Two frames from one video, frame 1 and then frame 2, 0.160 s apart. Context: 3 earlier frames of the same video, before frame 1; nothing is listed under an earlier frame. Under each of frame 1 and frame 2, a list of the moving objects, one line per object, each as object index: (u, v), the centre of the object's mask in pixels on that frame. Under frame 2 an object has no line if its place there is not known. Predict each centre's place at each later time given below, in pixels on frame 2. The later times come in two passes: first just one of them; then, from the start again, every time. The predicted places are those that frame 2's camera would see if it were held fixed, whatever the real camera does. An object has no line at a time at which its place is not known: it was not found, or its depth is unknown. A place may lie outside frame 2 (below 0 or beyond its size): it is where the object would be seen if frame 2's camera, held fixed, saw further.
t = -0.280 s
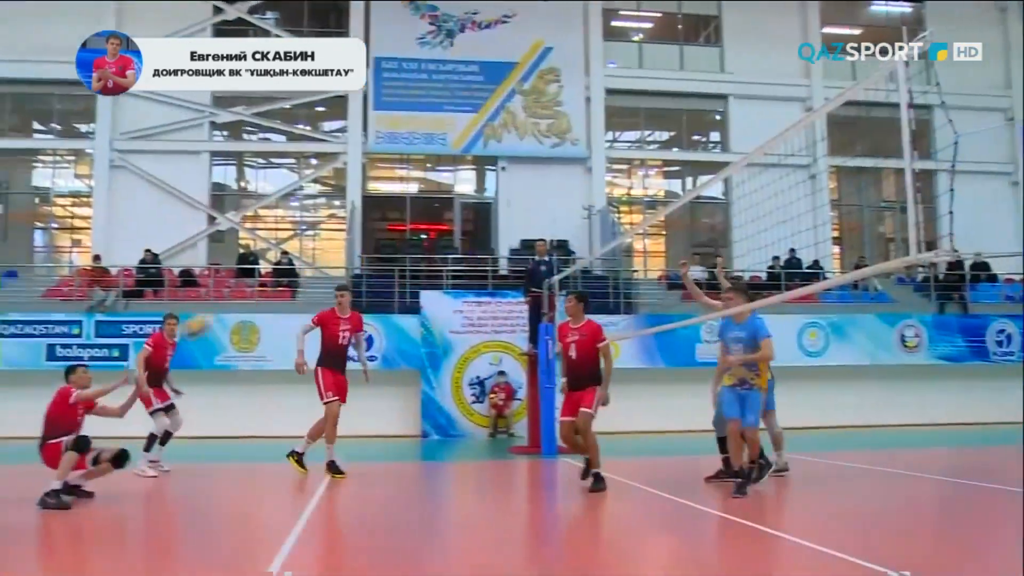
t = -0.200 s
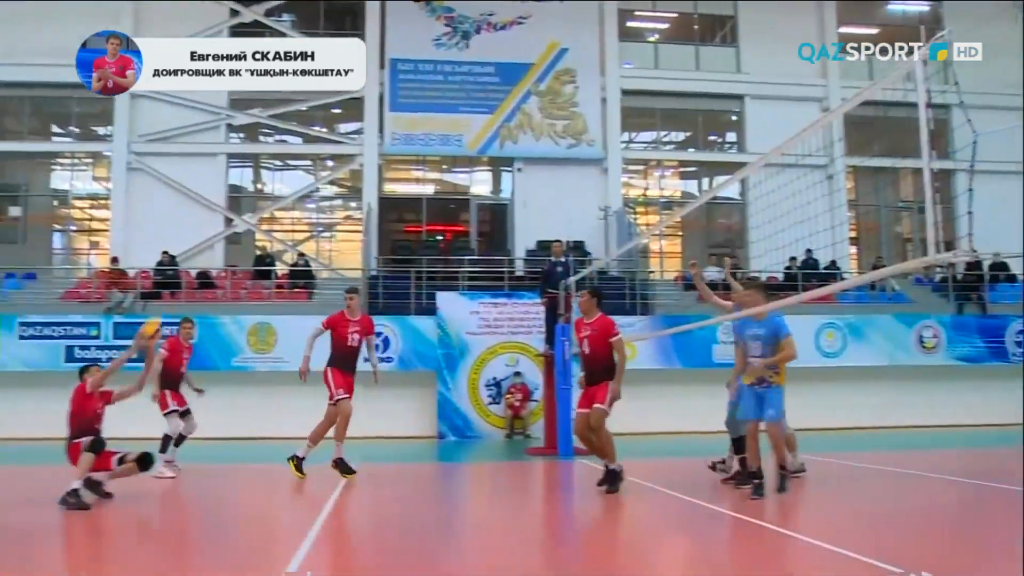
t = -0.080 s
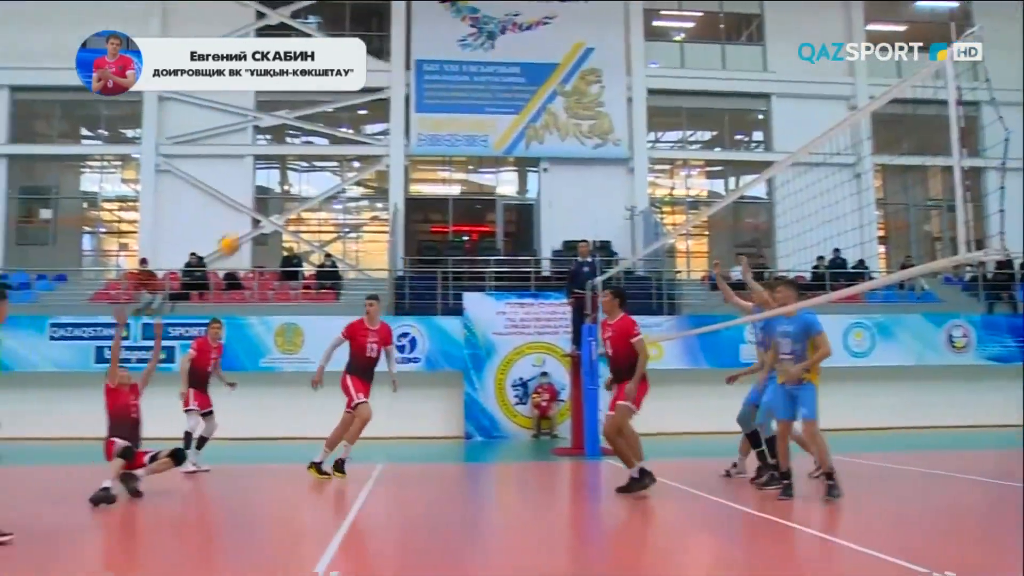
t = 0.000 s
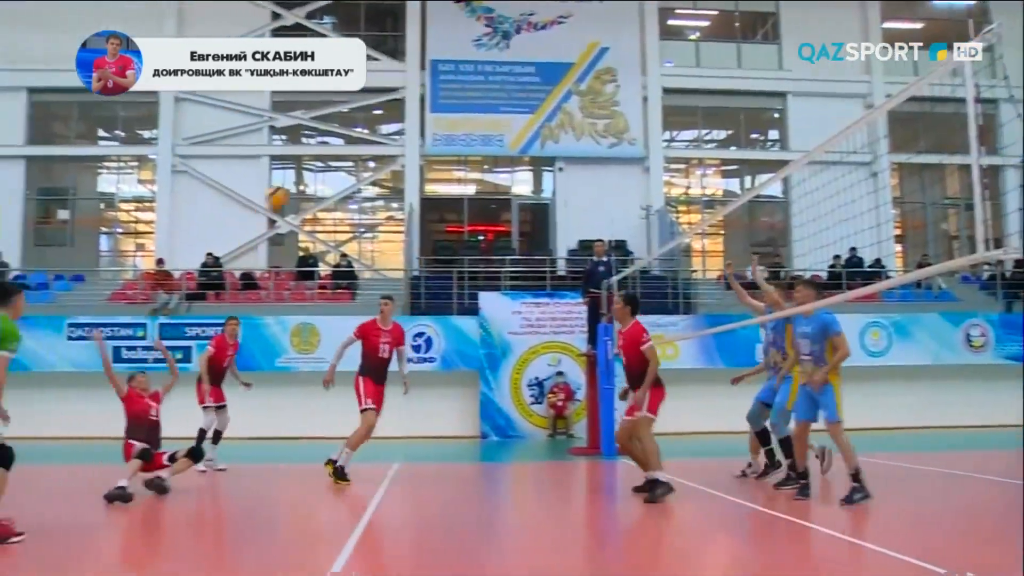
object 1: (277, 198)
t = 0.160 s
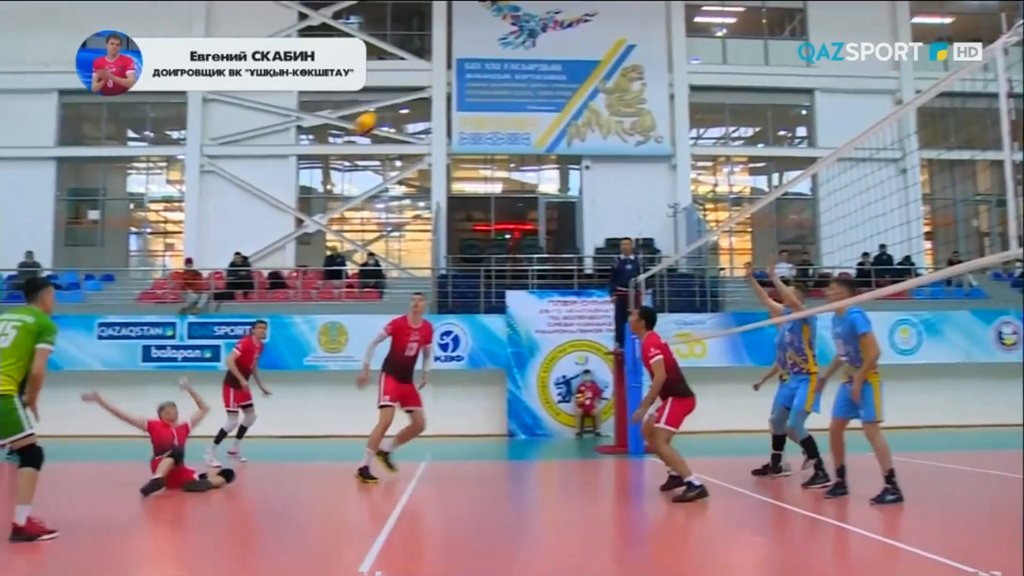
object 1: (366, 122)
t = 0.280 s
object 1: (410, 90)
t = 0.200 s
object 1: (381, 110)
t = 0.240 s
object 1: (395, 96)
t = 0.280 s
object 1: (410, 90)
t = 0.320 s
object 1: (422, 82)
